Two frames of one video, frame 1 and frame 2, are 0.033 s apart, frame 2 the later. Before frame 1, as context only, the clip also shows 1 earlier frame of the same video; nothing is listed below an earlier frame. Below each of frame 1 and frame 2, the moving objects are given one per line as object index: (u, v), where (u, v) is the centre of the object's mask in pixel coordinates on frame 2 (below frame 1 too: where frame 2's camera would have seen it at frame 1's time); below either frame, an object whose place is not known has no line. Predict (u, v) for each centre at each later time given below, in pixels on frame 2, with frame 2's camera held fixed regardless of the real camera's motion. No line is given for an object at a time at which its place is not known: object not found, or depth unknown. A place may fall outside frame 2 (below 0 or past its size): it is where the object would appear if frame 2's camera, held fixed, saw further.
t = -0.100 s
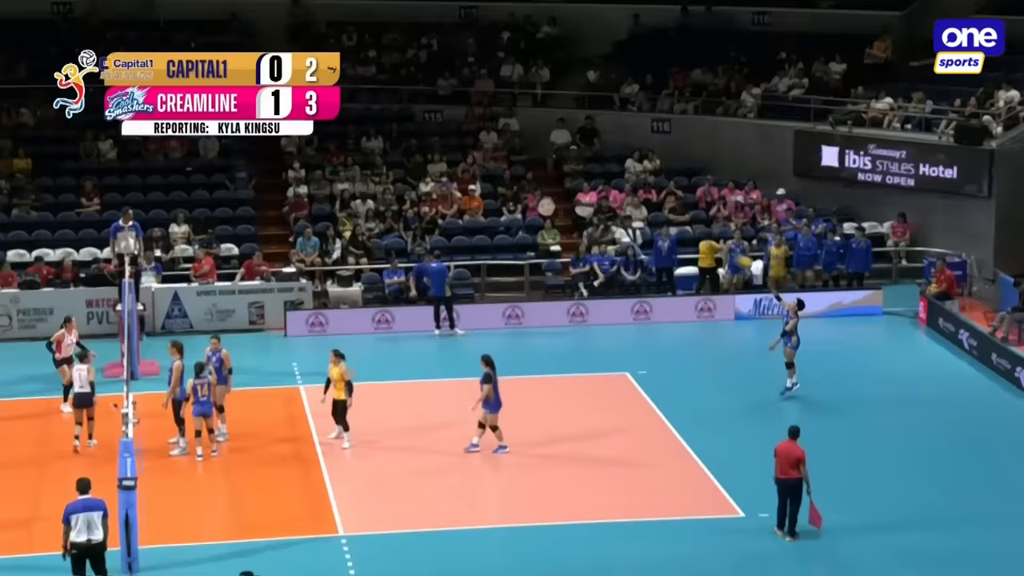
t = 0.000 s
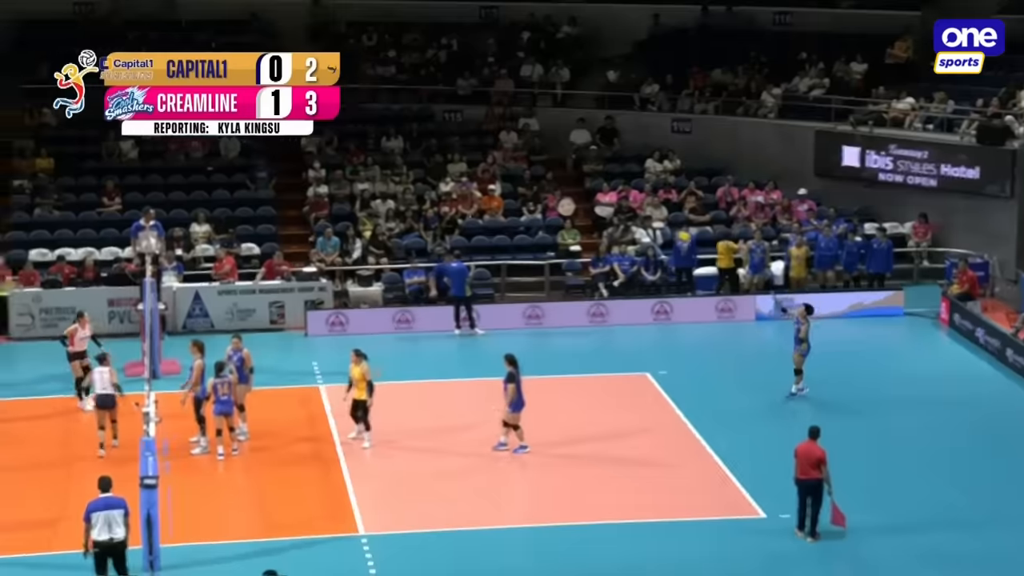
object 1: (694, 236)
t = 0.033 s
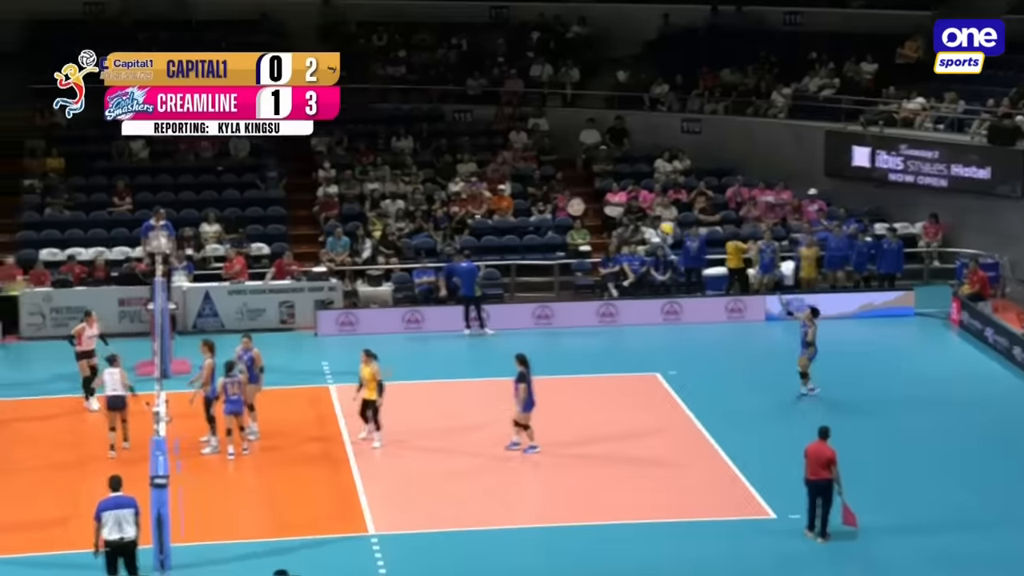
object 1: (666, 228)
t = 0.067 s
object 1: (639, 222)
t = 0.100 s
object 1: (614, 216)
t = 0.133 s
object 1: (588, 210)
